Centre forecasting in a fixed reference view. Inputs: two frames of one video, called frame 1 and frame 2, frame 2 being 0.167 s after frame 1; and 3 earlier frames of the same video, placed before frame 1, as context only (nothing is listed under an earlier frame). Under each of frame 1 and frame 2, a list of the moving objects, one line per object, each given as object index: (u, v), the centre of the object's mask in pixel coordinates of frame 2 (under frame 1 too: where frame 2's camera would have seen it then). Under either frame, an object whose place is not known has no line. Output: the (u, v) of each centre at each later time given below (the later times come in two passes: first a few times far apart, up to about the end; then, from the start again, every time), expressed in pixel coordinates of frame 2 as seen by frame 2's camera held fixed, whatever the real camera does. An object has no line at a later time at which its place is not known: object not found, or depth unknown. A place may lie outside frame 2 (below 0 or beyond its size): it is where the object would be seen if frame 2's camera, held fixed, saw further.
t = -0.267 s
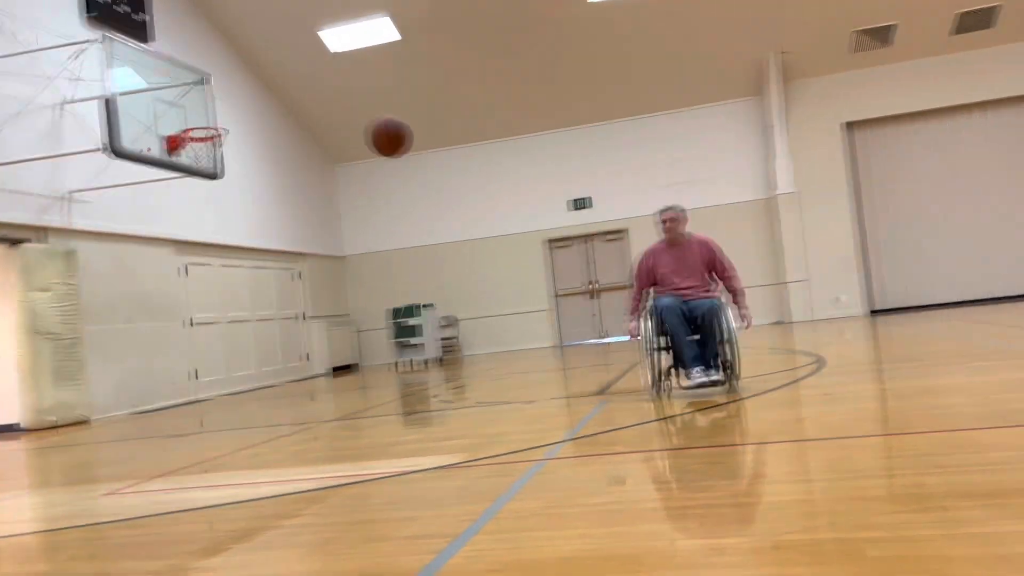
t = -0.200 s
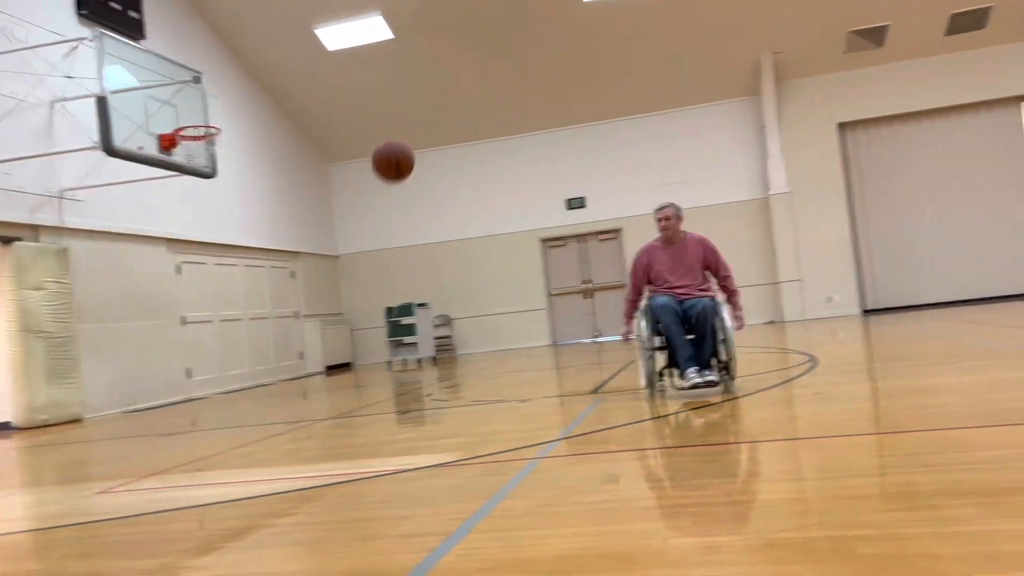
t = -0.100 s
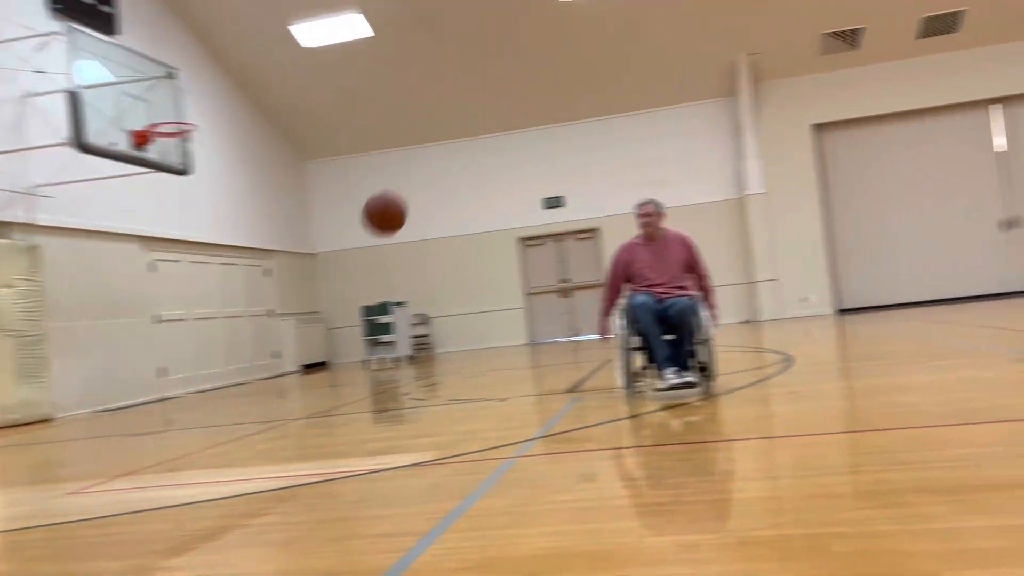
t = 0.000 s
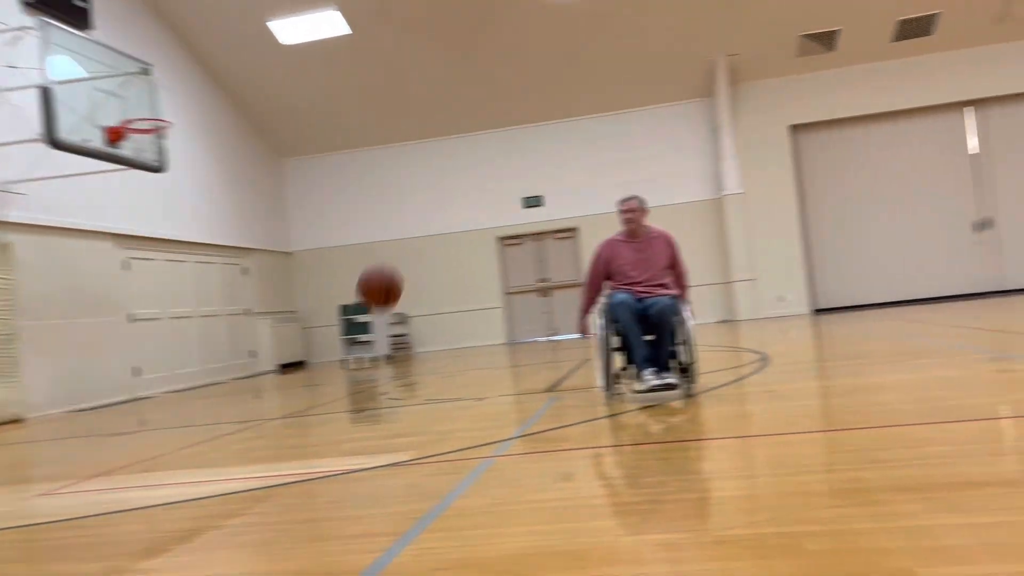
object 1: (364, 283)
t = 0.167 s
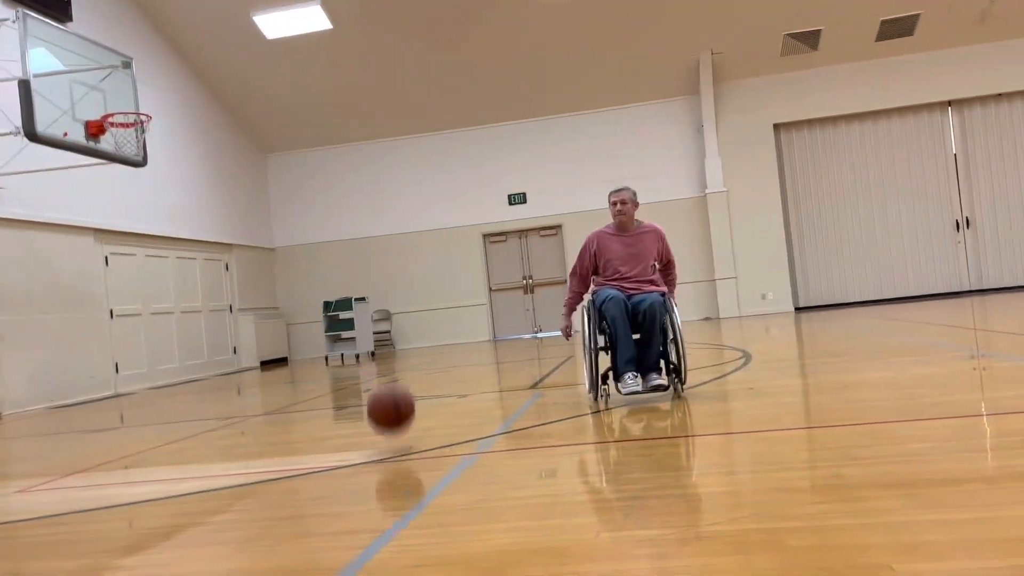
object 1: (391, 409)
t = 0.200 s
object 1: (391, 380)
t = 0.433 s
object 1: (397, 235)
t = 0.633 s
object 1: (412, 190)
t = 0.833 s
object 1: (439, 230)
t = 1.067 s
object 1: (490, 418)
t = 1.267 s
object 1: (508, 334)
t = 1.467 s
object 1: (531, 269)
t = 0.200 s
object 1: (391, 380)
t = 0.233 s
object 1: (391, 355)
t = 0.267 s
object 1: (392, 330)
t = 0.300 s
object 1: (392, 307)
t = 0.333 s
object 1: (393, 286)
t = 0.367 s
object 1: (394, 268)
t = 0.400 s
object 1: (395, 251)
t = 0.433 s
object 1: (397, 235)
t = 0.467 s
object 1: (399, 222)
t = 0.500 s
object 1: (401, 211)
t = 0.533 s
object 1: (403, 203)
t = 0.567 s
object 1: (406, 196)
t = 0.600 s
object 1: (409, 192)
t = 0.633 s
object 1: (412, 190)
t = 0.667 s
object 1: (416, 190)
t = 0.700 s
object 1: (420, 194)
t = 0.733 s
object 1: (424, 199)
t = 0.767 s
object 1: (429, 207)
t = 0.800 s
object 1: (434, 219)
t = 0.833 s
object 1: (439, 230)
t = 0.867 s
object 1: (444, 247)
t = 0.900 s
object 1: (451, 267)
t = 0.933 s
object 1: (457, 290)
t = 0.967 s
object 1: (465, 316)
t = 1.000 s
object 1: (473, 347)
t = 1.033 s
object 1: (481, 380)
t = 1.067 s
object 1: (490, 418)
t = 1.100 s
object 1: (499, 457)
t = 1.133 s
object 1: (501, 429)
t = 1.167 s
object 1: (502, 401)
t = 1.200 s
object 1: (503, 378)
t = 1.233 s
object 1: (506, 355)
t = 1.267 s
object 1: (508, 334)
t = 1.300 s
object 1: (511, 316)
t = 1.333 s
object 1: (514, 301)
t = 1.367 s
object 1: (518, 288)
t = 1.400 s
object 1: (522, 279)
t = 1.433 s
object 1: (527, 273)
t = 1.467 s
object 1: (531, 269)
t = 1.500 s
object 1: (537, 269)
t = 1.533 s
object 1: (543, 273)
